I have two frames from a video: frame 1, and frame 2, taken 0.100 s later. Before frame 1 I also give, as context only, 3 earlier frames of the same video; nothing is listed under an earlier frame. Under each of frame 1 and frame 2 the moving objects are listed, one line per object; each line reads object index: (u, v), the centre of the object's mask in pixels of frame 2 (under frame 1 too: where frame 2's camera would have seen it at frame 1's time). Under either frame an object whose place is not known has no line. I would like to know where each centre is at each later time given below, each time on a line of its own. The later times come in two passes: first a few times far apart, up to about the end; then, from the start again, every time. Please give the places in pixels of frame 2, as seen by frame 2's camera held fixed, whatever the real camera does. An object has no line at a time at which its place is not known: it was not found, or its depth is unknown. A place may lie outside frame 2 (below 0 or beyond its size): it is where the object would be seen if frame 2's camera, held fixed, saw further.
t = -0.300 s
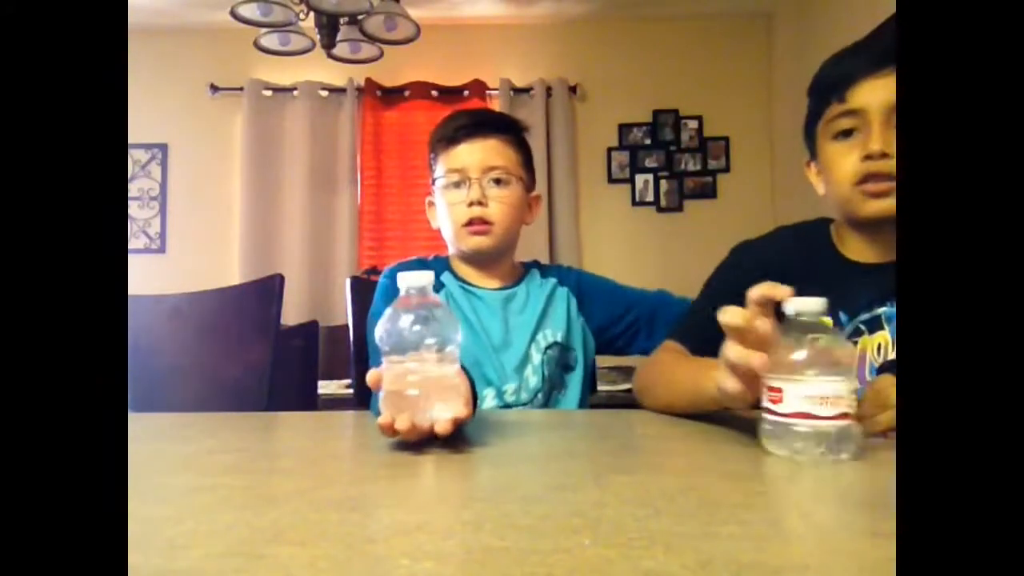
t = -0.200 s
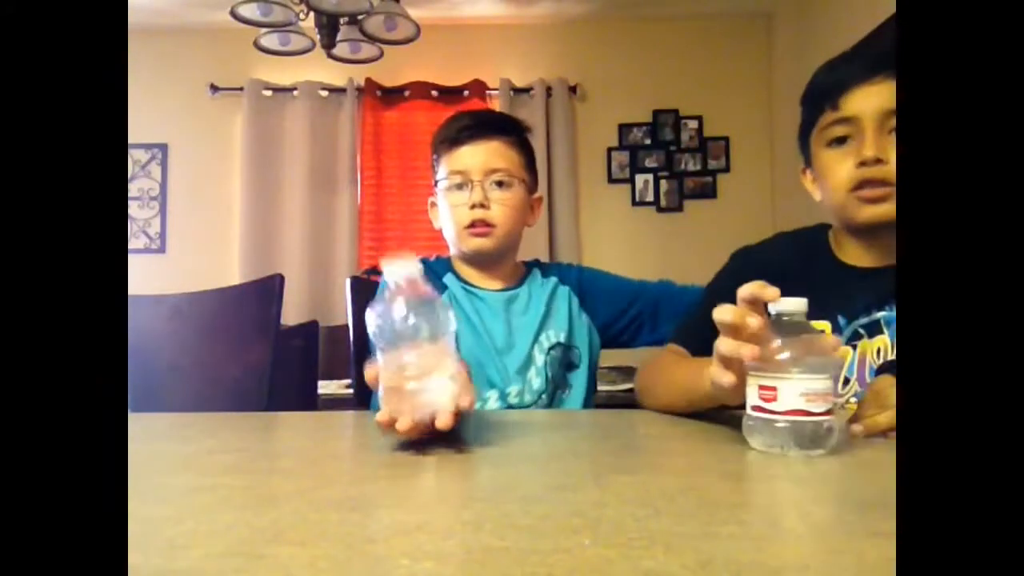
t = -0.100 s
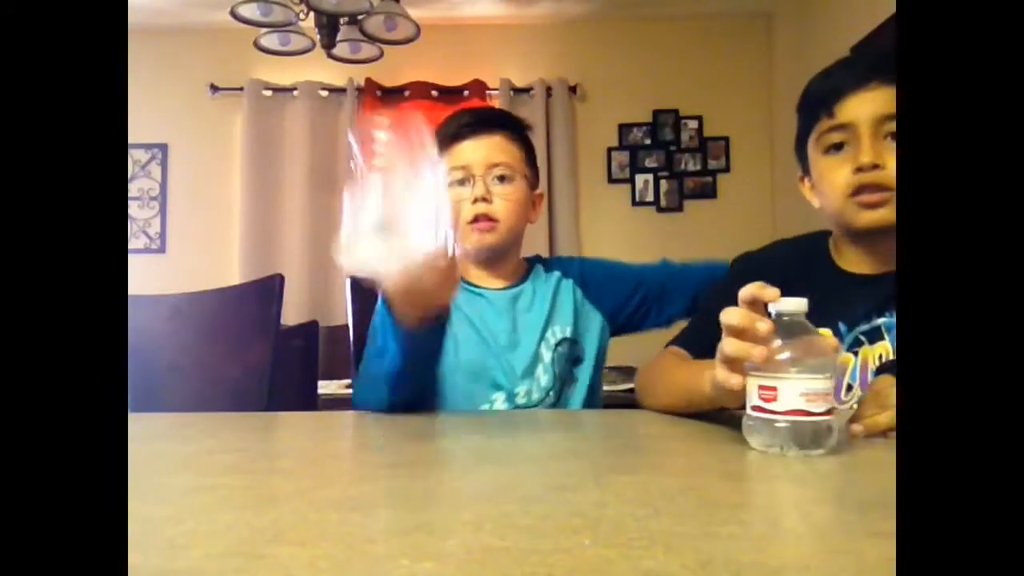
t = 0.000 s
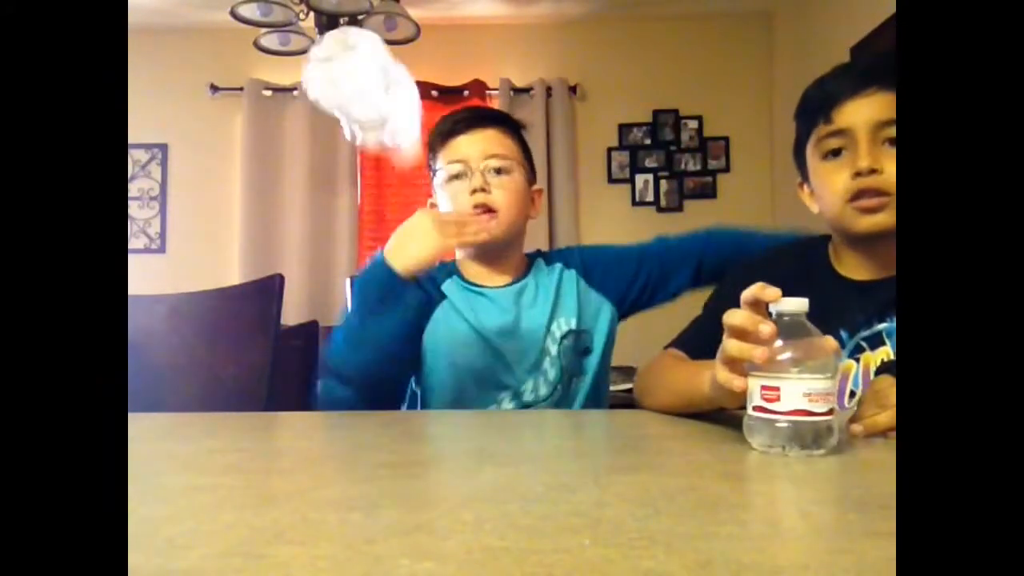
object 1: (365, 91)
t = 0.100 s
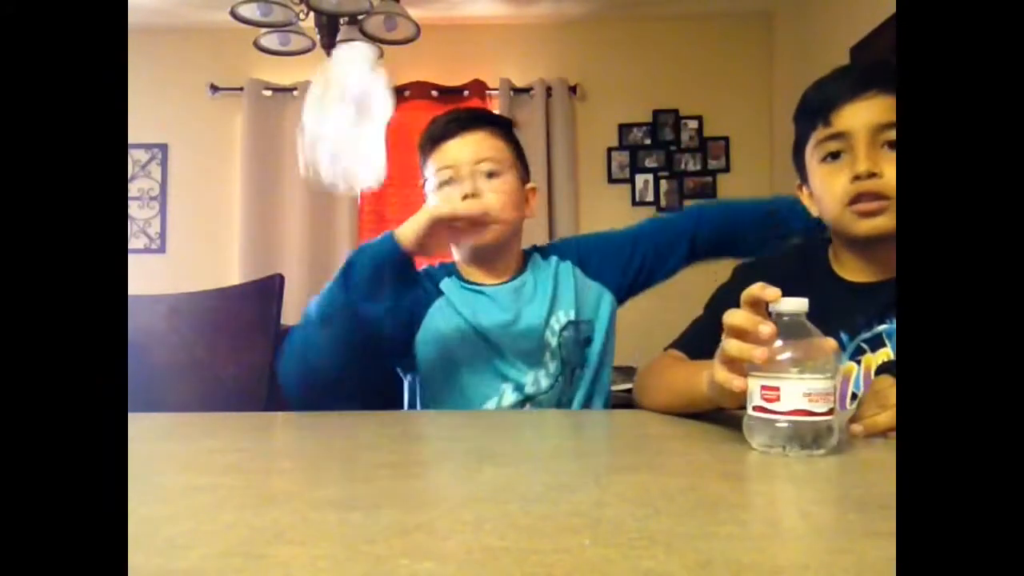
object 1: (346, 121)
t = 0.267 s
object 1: (319, 361)
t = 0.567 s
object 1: (260, 396)
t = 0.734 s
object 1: (230, 395)
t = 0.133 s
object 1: (341, 148)
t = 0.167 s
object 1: (335, 187)
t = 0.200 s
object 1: (330, 241)
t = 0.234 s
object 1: (322, 301)
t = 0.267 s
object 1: (319, 361)
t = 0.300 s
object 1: (305, 396)
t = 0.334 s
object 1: (301, 395)
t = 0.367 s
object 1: (292, 395)
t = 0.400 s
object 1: (284, 397)
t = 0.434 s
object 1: (280, 397)
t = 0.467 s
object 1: (275, 397)
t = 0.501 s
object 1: (270, 397)
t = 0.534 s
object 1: (266, 396)
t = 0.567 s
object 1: (260, 396)
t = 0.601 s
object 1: (252, 396)
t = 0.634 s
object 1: (246, 396)
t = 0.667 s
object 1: (240, 396)
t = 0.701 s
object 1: (235, 396)
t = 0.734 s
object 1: (230, 395)
